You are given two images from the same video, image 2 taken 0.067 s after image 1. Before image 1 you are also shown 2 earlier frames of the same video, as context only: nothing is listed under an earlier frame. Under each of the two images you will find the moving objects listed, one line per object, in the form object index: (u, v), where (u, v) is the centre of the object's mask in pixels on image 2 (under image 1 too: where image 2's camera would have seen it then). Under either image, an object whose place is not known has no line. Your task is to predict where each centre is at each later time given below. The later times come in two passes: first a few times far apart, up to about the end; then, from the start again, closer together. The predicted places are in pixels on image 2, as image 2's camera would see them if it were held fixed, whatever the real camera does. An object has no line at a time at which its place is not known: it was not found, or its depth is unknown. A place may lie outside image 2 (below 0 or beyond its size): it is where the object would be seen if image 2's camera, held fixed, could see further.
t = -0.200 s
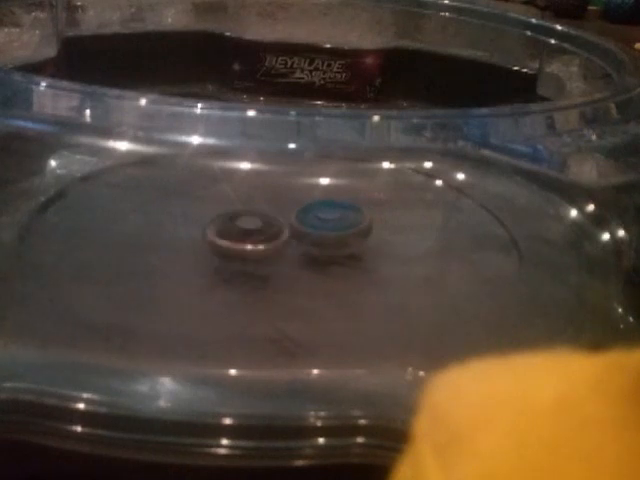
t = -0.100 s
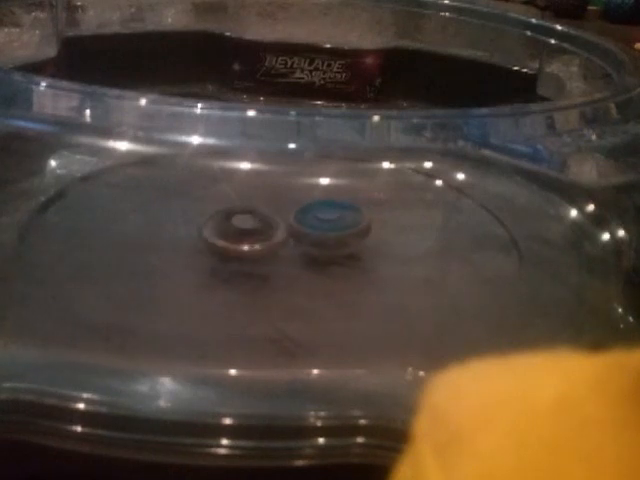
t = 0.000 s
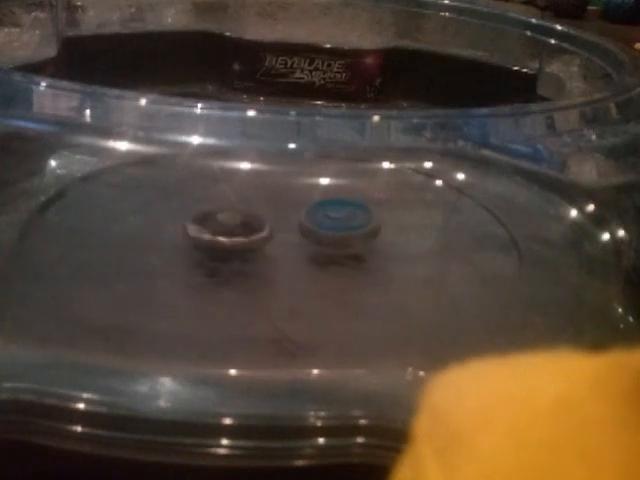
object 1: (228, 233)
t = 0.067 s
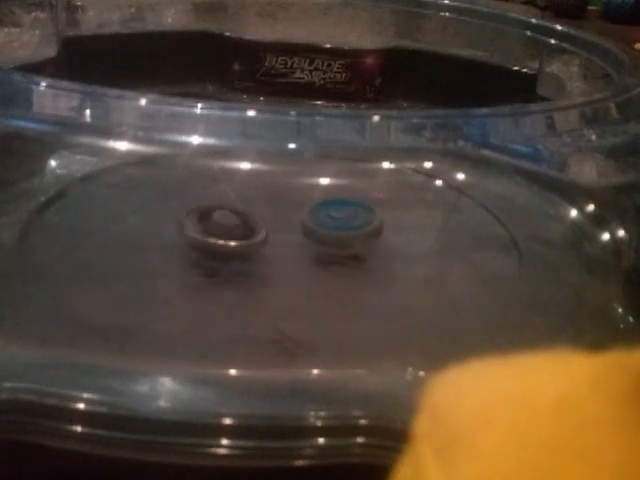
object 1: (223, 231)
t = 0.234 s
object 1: (225, 229)
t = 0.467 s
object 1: (251, 232)
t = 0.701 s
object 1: (235, 234)
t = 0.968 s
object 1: (236, 230)
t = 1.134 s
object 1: (232, 228)
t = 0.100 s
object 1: (221, 230)
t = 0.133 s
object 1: (222, 230)
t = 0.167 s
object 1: (222, 229)
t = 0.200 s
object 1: (224, 229)
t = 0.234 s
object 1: (225, 229)
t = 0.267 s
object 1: (227, 229)
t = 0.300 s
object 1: (232, 230)
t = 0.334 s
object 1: (235, 230)
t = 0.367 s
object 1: (243, 230)
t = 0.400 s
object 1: (246, 231)
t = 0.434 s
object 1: (250, 231)
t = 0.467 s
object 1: (251, 232)
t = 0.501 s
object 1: (250, 231)
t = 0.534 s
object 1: (250, 232)
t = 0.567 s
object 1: (242, 236)
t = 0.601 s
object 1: (240, 235)
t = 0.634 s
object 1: (239, 237)
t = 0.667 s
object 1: (239, 235)
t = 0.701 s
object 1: (235, 234)
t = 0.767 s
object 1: (231, 233)
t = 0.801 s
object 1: (230, 232)
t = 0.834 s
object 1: (231, 232)
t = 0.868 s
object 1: (232, 231)
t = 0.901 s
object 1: (233, 230)
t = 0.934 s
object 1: (235, 230)
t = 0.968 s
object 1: (236, 230)
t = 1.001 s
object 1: (240, 230)
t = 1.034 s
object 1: (240, 230)
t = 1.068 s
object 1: (239, 229)
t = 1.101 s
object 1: (235, 228)
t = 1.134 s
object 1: (232, 228)
